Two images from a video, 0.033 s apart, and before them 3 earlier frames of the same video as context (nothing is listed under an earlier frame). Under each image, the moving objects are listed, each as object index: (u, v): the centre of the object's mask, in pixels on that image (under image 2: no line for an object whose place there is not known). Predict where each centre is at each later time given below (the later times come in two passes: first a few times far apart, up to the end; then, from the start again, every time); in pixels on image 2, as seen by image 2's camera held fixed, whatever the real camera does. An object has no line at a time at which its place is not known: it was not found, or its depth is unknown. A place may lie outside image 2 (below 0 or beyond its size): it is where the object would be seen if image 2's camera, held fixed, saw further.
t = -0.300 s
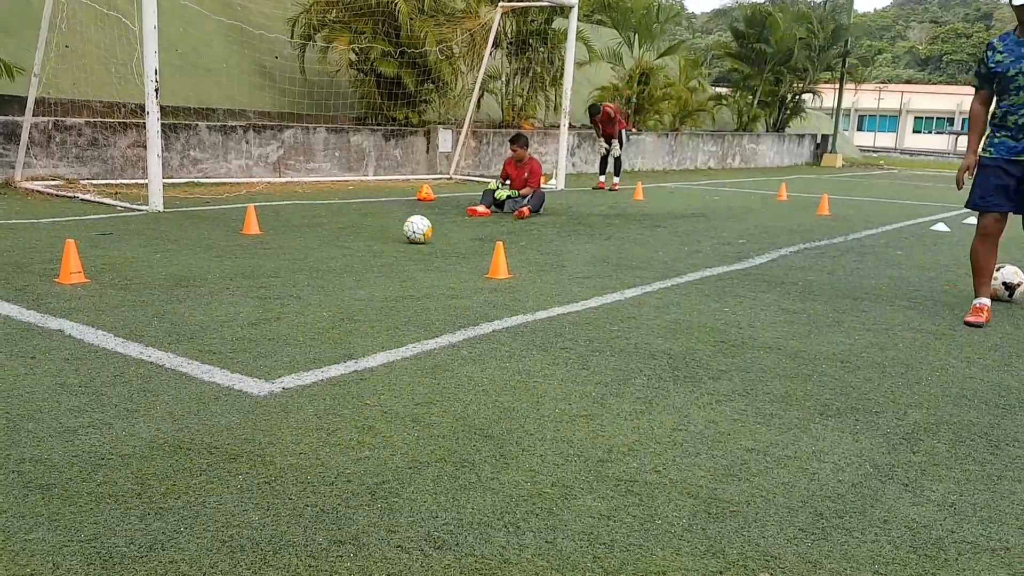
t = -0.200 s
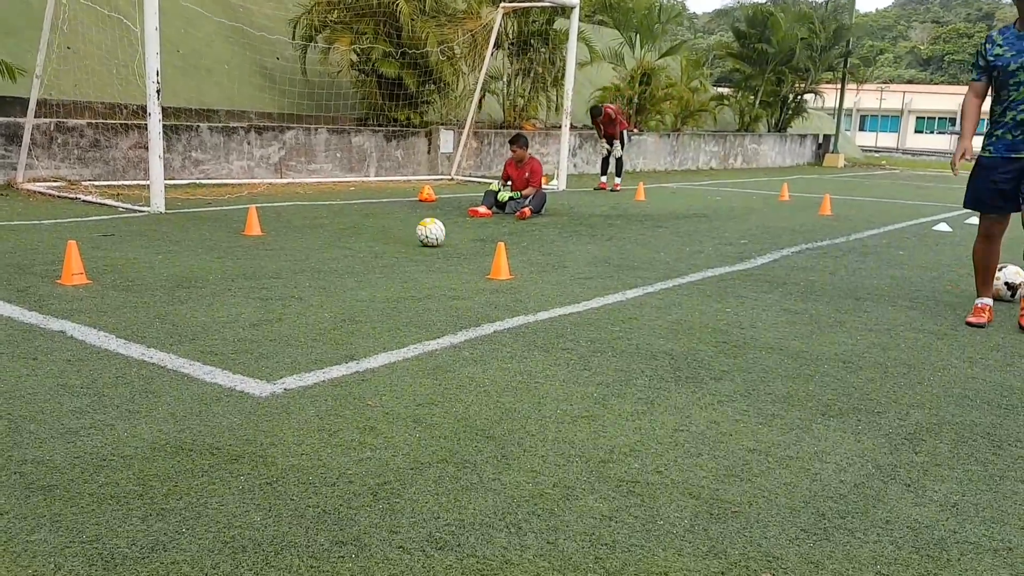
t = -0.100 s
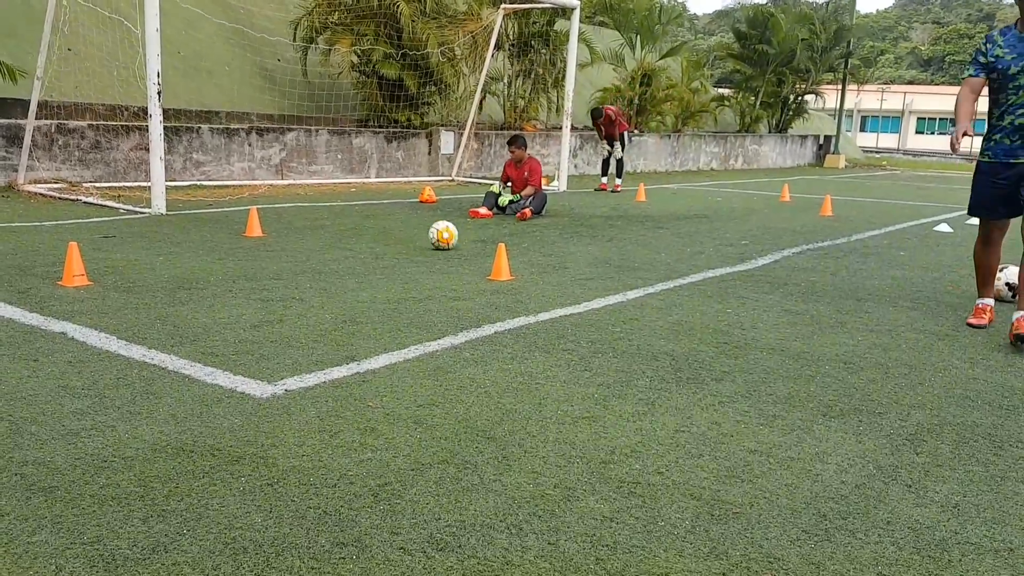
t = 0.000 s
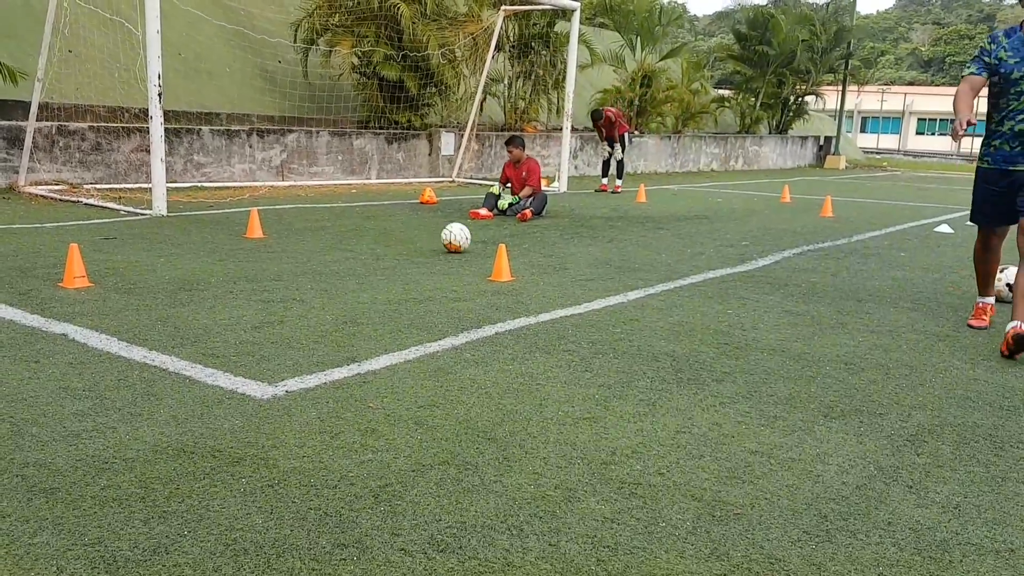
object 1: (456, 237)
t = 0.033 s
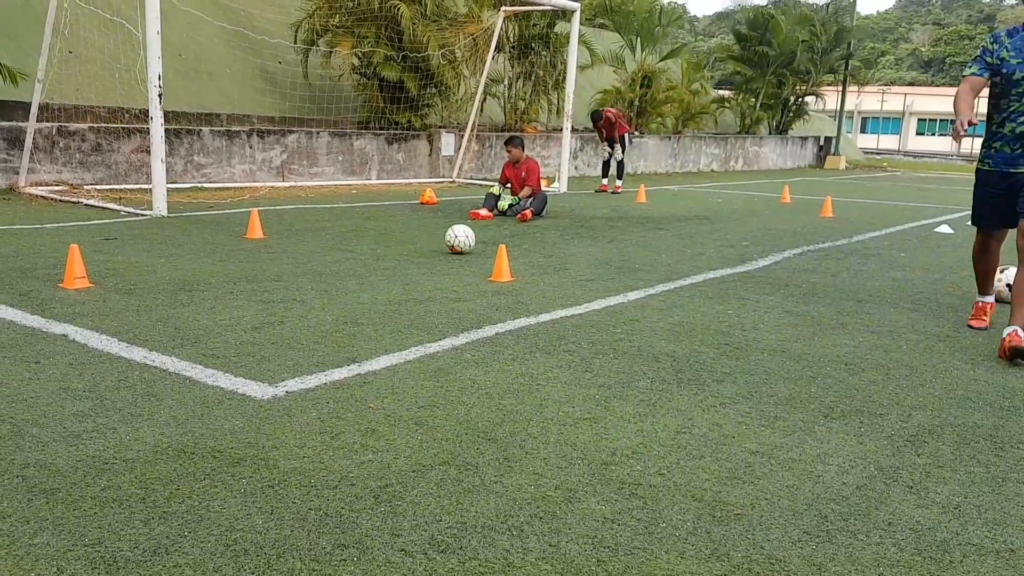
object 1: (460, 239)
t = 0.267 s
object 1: (487, 243)
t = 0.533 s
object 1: (521, 251)
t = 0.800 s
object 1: (555, 257)
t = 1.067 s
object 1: (590, 264)
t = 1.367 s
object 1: (631, 271)
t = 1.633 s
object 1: (665, 277)
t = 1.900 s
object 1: (700, 284)
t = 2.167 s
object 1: (736, 290)
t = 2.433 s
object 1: (772, 297)
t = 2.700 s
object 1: (808, 303)
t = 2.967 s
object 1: (841, 309)
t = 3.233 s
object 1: (873, 315)
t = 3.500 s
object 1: (905, 321)
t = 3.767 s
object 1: (935, 327)
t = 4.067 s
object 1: (966, 332)
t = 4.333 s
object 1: (990, 336)
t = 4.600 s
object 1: (1007, 339)
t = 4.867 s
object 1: (1016, 341)
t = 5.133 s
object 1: (1026, 341)
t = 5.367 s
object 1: (1032, 343)
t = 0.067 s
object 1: (464, 239)
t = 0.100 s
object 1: (468, 240)
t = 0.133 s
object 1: (472, 241)
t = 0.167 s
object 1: (476, 242)
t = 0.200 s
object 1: (480, 242)
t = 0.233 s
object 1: (484, 243)
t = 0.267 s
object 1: (487, 243)
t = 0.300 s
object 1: (490, 243)
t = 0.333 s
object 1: (494, 244)
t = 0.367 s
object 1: (499, 244)
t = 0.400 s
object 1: (504, 245)
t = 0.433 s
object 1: (509, 246)
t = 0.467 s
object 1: (514, 247)
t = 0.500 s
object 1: (518, 249)
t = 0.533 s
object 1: (521, 251)
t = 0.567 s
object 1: (524, 251)
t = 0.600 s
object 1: (529, 252)
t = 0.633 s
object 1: (533, 253)
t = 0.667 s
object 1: (537, 254)
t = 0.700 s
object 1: (541, 255)
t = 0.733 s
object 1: (546, 256)
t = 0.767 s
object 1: (550, 256)
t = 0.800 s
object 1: (555, 257)
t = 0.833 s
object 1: (559, 258)
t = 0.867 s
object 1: (563, 259)
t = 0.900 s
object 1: (567, 260)
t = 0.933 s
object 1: (572, 260)
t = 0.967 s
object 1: (576, 261)
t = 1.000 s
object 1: (581, 262)
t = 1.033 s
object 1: (586, 263)
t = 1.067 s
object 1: (590, 264)
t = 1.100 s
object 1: (595, 265)
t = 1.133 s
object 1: (599, 265)
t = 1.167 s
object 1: (604, 266)
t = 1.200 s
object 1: (608, 267)
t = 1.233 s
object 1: (613, 268)
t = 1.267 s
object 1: (617, 269)
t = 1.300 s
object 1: (622, 269)
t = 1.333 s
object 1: (627, 270)
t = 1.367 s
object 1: (631, 271)
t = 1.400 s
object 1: (635, 272)
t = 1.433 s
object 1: (640, 272)
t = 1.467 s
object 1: (644, 272)
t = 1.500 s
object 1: (648, 273)
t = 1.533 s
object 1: (653, 274)
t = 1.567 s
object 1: (657, 275)
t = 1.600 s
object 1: (661, 276)
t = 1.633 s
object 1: (665, 277)
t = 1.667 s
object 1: (669, 278)
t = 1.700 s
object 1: (674, 278)
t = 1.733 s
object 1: (679, 280)
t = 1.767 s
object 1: (683, 281)
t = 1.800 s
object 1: (687, 282)
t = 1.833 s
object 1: (691, 282)
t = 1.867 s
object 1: (696, 283)
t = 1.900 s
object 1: (700, 284)
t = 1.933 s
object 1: (705, 284)
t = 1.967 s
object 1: (710, 285)
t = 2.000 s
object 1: (714, 286)
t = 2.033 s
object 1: (718, 287)
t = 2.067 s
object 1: (723, 288)
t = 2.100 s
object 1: (727, 289)
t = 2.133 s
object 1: (732, 290)
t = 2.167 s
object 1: (736, 290)
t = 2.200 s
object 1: (740, 291)
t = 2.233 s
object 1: (745, 292)
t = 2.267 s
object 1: (749, 292)
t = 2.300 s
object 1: (754, 293)
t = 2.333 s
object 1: (758, 294)
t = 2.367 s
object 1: (763, 295)
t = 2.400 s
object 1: (767, 295)
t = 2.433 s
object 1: (772, 297)
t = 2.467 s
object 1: (777, 298)
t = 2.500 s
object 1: (781, 299)
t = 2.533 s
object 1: (786, 299)
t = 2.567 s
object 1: (790, 300)
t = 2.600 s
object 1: (795, 301)
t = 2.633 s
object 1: (800, 302)
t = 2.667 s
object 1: (804, 302)
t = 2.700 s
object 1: (808, 303)
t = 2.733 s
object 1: (812, 304)
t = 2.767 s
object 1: (817, 304)
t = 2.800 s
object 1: (821, 305)
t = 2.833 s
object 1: (825, 306)
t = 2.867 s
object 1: (829, 307)
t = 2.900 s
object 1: (833, 308)
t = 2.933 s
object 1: (837, 308)
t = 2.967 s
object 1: (841, 309)
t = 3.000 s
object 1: (845, 310)
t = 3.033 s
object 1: (849, 311)
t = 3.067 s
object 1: (853, 312)
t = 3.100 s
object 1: (857, 312)
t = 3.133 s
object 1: (861, 313)
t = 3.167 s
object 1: (865, 314)
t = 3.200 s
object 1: (869, 315)
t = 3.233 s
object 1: (873, 315)
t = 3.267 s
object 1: (877, 316)
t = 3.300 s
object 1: (881, 317)
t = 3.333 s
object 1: (885, 317)
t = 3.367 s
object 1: (889, 318)
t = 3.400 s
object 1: (893, 319)
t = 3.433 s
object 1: (897, 319)
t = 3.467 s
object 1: (901, 320)
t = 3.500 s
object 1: (905, 321)
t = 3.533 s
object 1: (909, 322)
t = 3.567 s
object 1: (913, 323)
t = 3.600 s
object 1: (917, 323)
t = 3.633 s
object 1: (920, 324)
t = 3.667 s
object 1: (924, 325)
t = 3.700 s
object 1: (928, 325)
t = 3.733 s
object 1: (931, 326)
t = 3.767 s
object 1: (935, 327)
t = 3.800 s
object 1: (939, 327)
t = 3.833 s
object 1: (942, 328)
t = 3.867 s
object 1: (946, 329)
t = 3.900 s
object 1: (949, 330)
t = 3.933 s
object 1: (953, 330)
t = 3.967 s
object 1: (956, 330)
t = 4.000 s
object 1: (960, 331)
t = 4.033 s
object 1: (963, 331)
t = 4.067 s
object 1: (966, 332)
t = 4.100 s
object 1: (969, 333)
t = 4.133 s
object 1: (972, 333)
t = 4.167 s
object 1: (976, 333)
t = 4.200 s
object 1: (979, 334)
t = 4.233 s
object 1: (982, 335)
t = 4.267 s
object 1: (984, 335)
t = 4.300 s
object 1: (987, 336)
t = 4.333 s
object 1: (990, 336)
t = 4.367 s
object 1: (993, 337)
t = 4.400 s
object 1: (995, 337)
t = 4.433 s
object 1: (997, 337)
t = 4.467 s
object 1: (999, 337)
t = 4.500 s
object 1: (1002, 337)
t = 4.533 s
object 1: (1004, 338)
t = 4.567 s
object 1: (1006, 339)
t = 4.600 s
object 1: (1007, 339)
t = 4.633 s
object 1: (1008, 339)
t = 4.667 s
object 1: (1009, 340)
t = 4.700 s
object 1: (1011, 340)
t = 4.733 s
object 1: (1012, 341)
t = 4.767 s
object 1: (1013, 341)
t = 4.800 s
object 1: (1014, 341)
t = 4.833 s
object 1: (1015, 342)
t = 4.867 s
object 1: (1016, 341)
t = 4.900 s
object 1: (1017, 341)
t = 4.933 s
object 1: (1018, 341)
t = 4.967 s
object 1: (1019, 342)
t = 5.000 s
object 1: (1021, 342)
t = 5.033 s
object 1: (1022, 342)
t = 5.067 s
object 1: (1023, 342)
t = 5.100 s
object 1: (1025, 341)
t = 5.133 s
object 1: (1026, 341)
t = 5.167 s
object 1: (1027, 343)
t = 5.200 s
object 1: (1028, 342)
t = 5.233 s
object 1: (1029, 342)
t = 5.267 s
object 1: (1030, 342)
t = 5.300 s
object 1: (1030, 343)
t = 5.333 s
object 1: (1032, 343)
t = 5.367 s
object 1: (1032, 343)
